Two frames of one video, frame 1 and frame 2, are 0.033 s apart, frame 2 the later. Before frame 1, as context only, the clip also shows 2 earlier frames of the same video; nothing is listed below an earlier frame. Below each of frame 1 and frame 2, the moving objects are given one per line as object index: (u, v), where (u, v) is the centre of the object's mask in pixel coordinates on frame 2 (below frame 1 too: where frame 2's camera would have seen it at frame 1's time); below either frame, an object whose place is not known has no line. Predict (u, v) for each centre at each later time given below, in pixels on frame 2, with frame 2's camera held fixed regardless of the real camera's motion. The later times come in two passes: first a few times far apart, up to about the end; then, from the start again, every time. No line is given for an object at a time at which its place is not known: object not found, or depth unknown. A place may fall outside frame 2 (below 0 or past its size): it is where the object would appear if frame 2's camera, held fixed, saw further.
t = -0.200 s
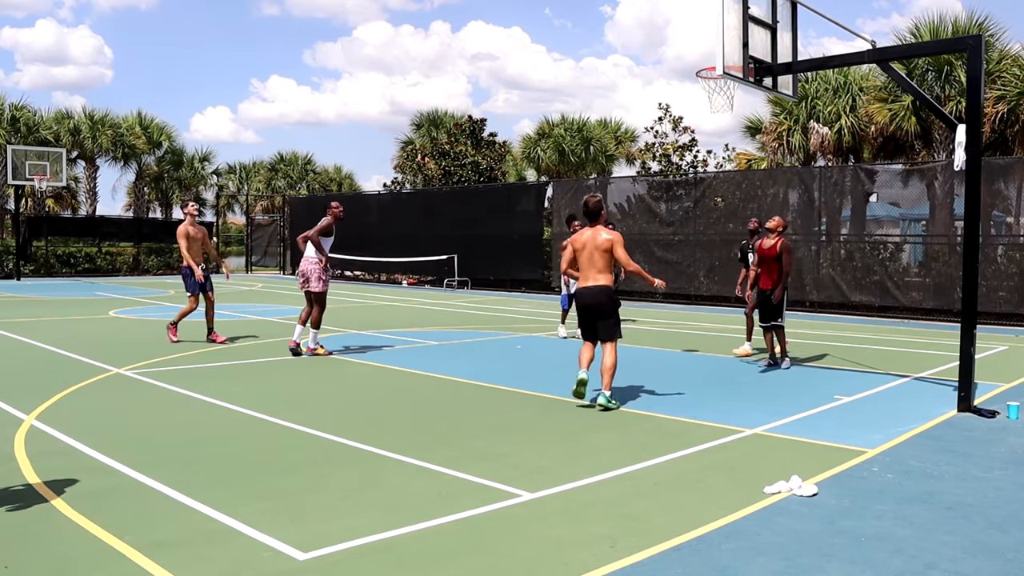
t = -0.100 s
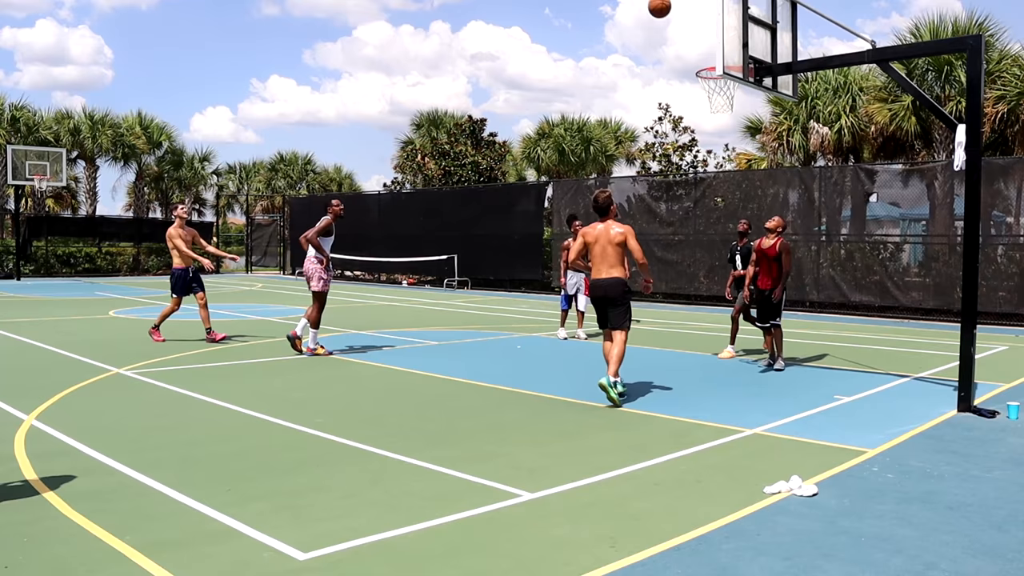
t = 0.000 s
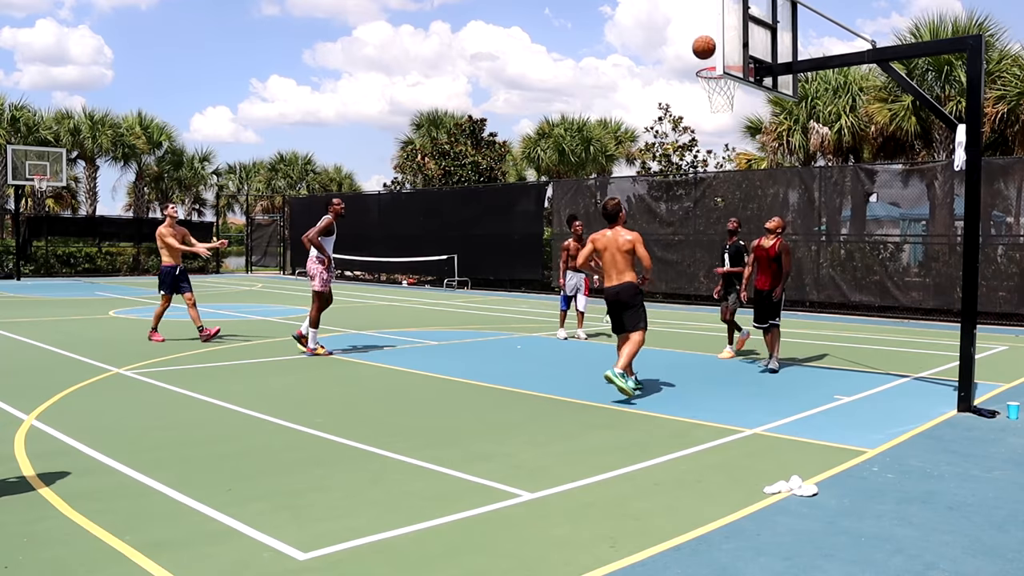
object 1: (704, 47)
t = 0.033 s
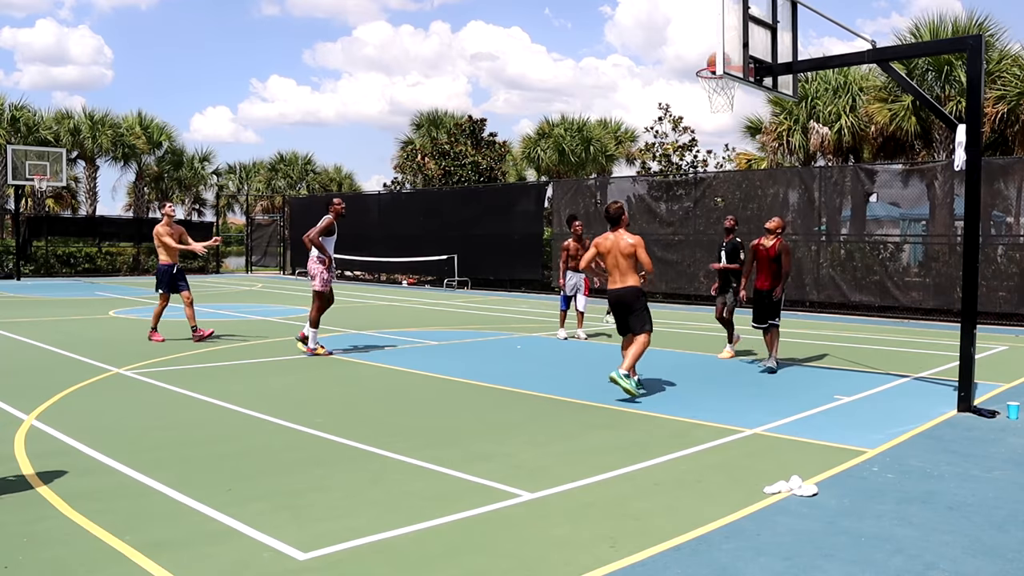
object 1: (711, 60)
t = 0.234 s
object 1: (719, 100)
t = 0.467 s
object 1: (704, 96)
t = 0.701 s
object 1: (728, 114)
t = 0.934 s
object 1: (728, 128)
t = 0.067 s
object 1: (731, 85)
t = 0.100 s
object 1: (736, 93)
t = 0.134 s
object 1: (735, 97)
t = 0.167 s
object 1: (728, 97)
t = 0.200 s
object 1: (721, 96)
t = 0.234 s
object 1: (719, 100)
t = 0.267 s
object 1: (714, 97)
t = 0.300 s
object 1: (710, 95)
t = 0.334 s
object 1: (706, 93)
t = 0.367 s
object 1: (705, 93)
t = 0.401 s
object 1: (704, 93)
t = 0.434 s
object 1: (704, 94)
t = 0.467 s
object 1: (704, 96)
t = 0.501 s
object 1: (706, 98)
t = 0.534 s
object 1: (708, 102)
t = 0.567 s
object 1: (711, 105)
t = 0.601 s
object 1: (715, 109)
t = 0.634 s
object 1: (720, 113)
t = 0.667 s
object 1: (725, 115)
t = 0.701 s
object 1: (728, 114)
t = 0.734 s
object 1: (729, 113)
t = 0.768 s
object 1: (729, 113)
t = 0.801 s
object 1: (728, 113)
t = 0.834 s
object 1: (728, 114)
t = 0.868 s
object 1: (728, 117)
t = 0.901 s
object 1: (728, 122)
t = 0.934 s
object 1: (728, 128)
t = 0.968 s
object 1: (728, 135)
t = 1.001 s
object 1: (728, 143)
